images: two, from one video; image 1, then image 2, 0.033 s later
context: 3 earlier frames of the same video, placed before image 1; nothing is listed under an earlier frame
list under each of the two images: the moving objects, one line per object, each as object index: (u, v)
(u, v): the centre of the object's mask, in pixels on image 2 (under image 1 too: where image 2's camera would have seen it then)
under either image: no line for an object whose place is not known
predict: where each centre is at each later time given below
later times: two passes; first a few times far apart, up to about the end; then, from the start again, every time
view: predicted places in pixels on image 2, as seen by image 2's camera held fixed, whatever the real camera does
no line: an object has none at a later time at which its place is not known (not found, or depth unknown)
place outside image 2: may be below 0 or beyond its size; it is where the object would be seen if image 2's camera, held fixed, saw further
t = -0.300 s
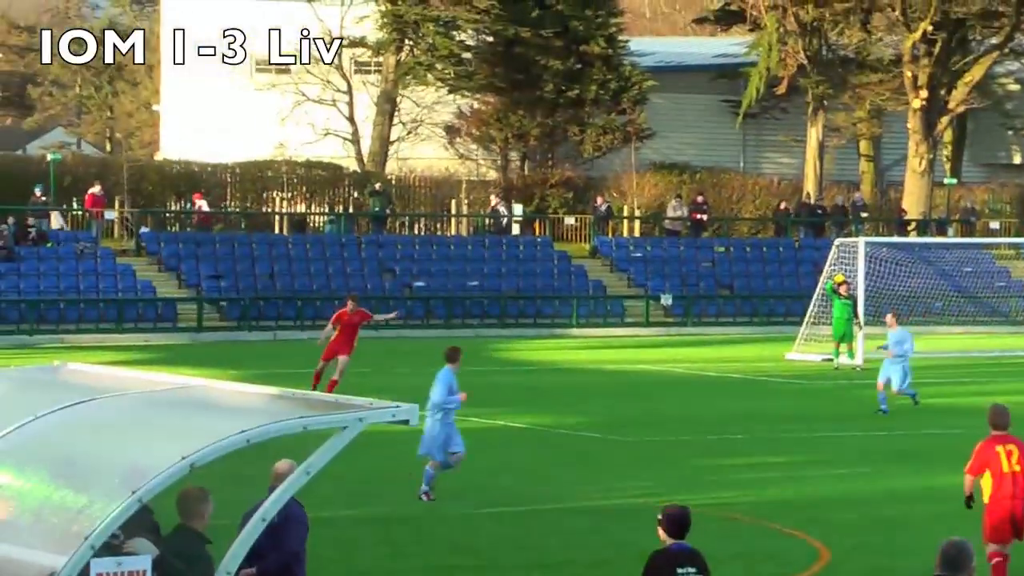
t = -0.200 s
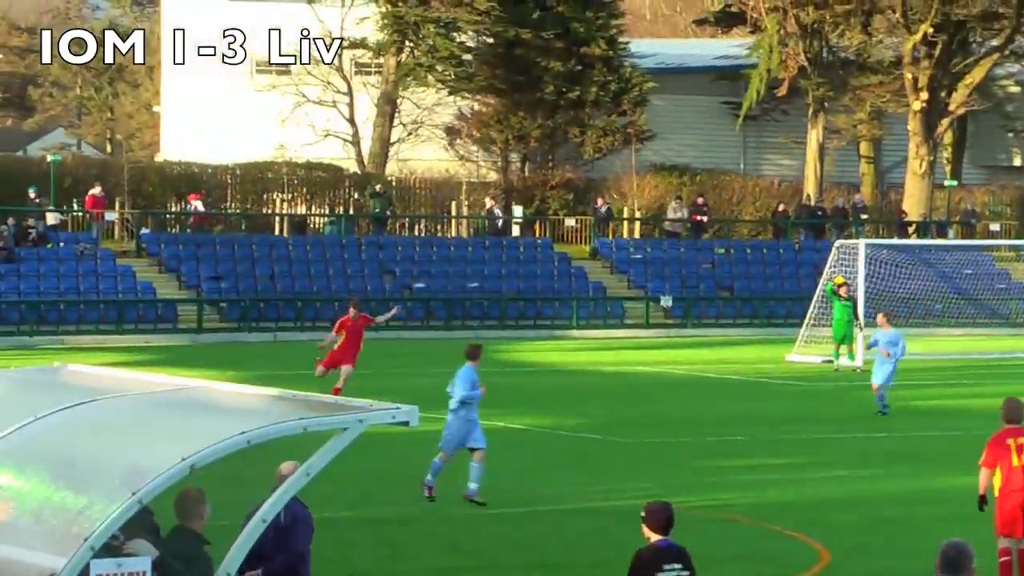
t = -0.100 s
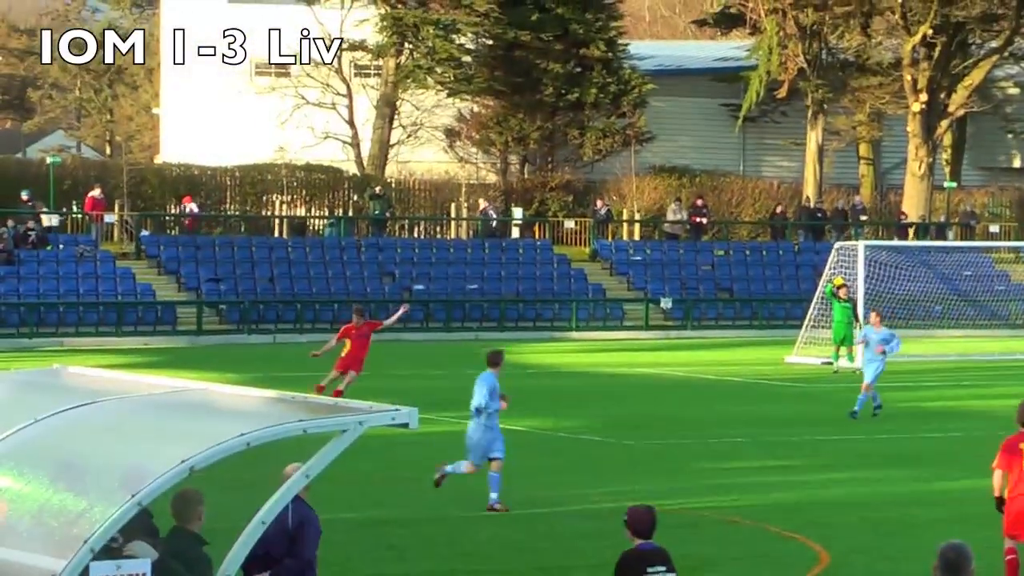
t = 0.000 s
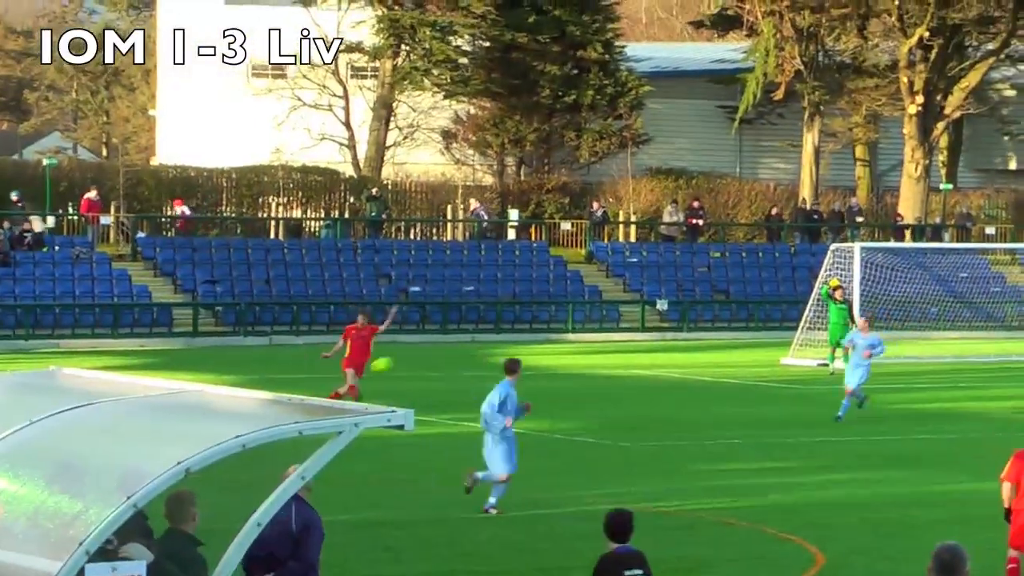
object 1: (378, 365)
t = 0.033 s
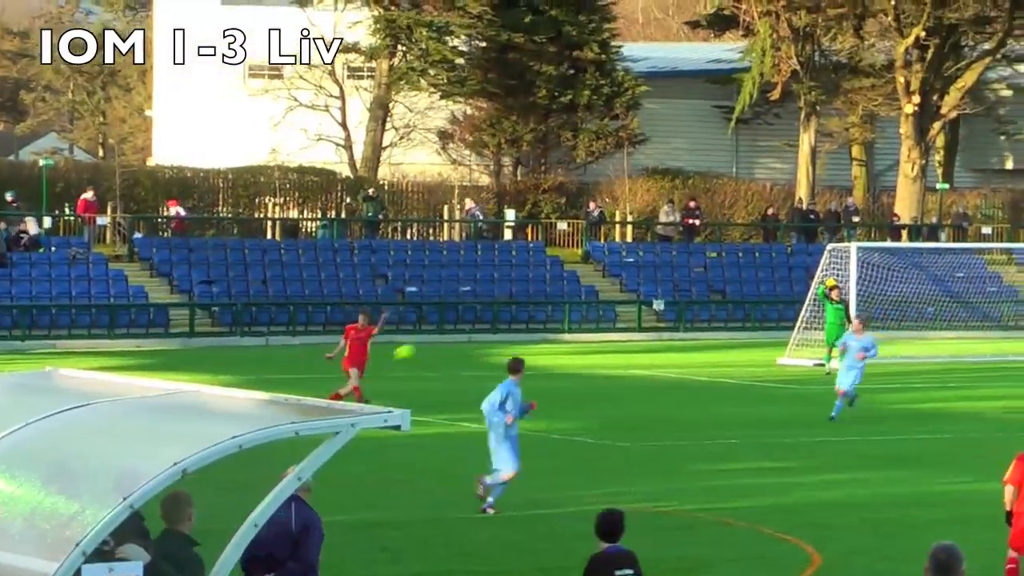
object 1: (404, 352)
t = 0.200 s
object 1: (540, 287)
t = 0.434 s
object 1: (760, 194)
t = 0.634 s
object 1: (986, 118)
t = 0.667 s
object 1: (1028, 106)
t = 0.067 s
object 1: (431, 338)
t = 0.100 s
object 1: (456, 326)
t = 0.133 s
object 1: (483, 313)
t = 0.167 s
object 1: (511, 300)
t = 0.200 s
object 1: (540, 287)
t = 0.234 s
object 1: (569, 273)
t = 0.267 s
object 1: (599, 260)
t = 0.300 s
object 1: (630, 248)
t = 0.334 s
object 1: (661, 233)
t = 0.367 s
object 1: (694, 221)
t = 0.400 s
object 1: (727, 207)
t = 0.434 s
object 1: (760, 194)
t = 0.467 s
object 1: (795, 182)
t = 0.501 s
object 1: (830, 169)
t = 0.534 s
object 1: (867, 156)
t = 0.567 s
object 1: (905, 143)
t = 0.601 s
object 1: (945, 131)
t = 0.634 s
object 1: (986, 118)
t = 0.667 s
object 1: (1028, 106)
